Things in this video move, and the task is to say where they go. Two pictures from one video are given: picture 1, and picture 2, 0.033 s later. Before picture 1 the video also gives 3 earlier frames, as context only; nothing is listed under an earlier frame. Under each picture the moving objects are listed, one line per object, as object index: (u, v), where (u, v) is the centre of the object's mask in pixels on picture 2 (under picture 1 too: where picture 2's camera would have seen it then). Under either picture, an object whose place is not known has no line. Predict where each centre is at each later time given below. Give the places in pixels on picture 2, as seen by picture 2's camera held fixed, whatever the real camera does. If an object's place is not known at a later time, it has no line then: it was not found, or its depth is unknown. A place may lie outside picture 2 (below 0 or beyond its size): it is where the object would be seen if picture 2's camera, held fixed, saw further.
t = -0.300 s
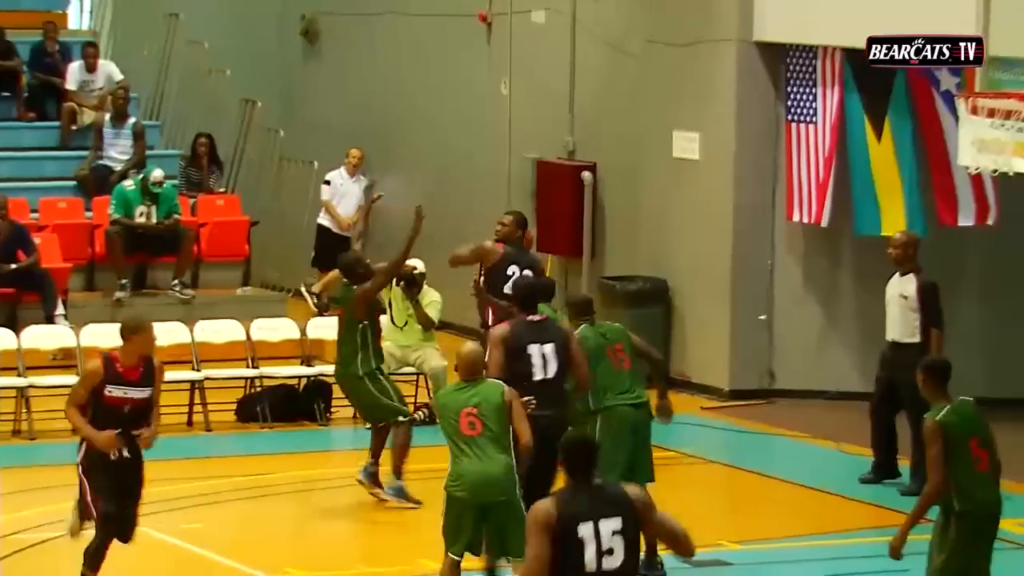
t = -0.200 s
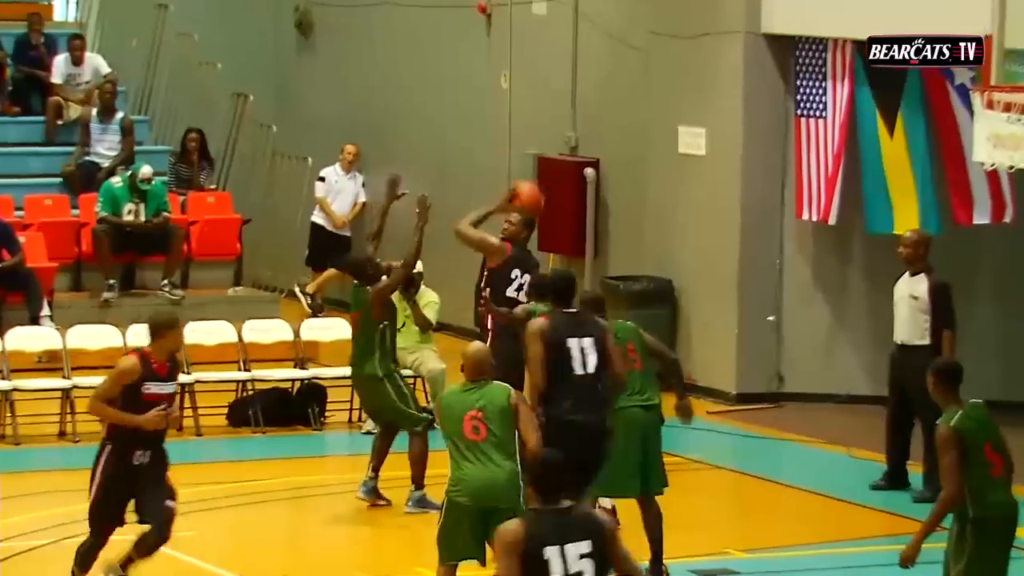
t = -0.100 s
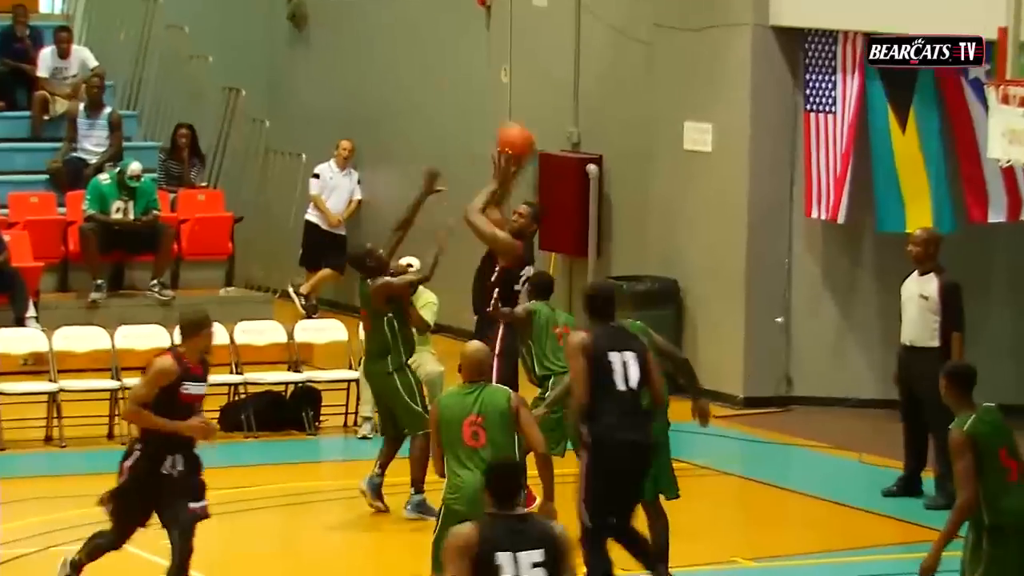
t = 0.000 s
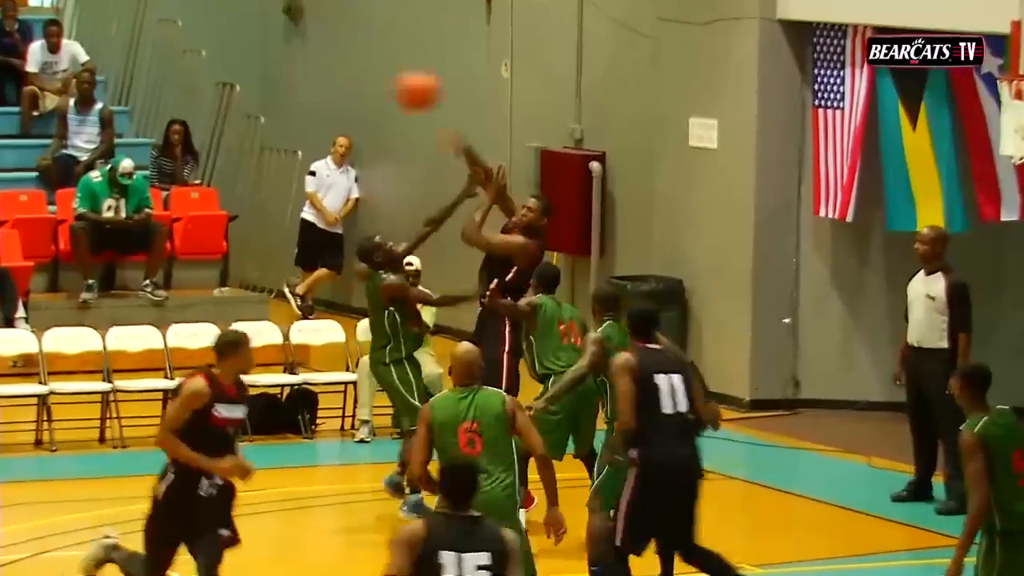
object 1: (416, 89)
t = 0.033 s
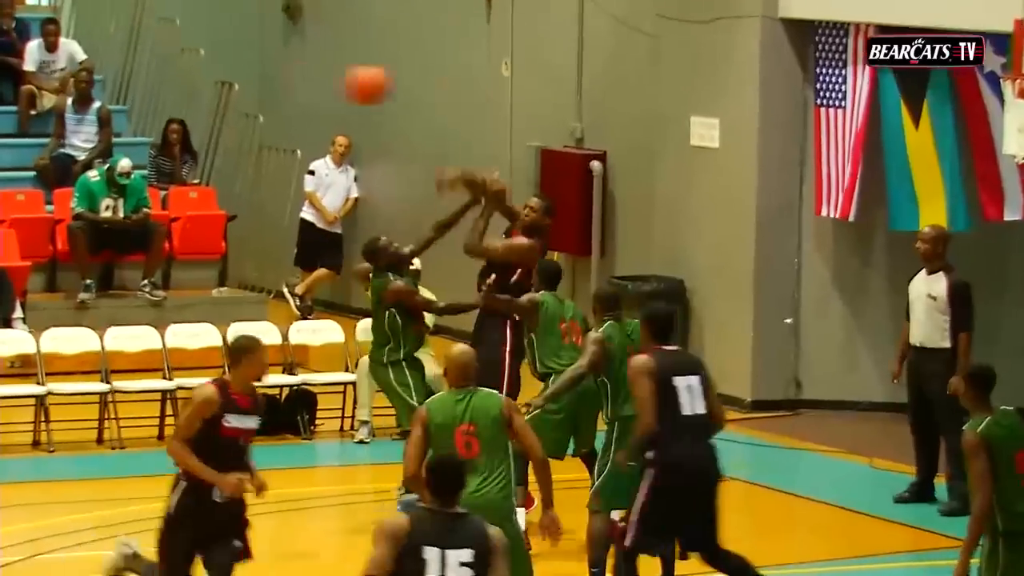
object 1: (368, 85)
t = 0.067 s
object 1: (318, 82)
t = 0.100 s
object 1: (265, 81)
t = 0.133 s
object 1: (212, 81)
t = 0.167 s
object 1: (157, 82)
